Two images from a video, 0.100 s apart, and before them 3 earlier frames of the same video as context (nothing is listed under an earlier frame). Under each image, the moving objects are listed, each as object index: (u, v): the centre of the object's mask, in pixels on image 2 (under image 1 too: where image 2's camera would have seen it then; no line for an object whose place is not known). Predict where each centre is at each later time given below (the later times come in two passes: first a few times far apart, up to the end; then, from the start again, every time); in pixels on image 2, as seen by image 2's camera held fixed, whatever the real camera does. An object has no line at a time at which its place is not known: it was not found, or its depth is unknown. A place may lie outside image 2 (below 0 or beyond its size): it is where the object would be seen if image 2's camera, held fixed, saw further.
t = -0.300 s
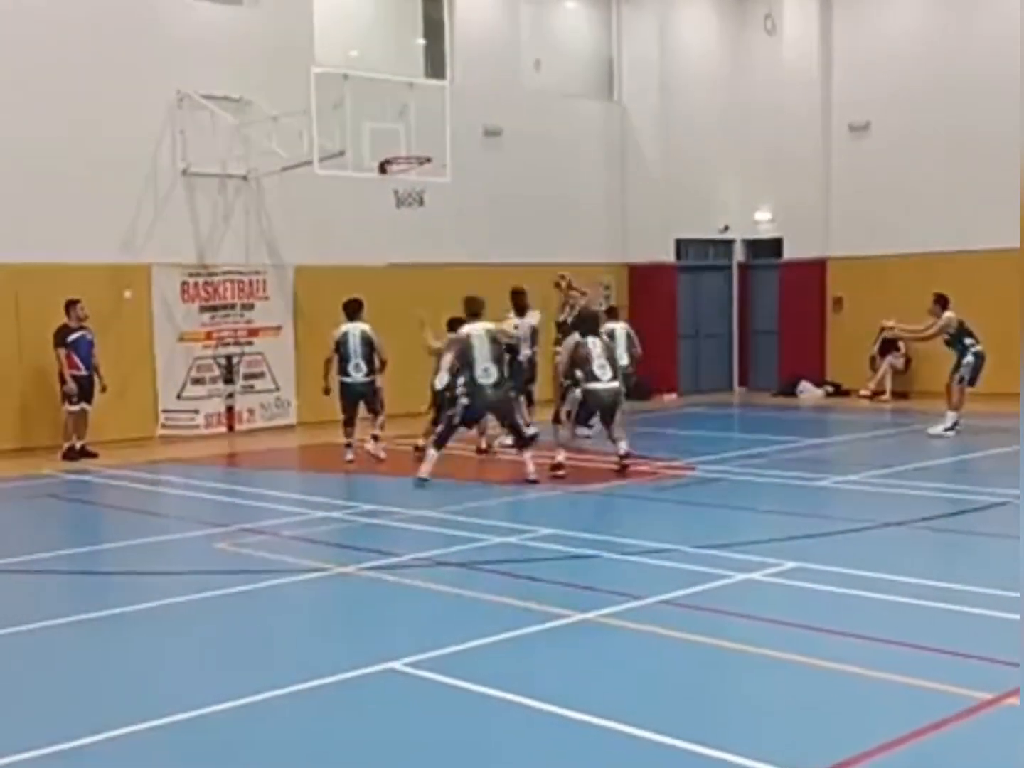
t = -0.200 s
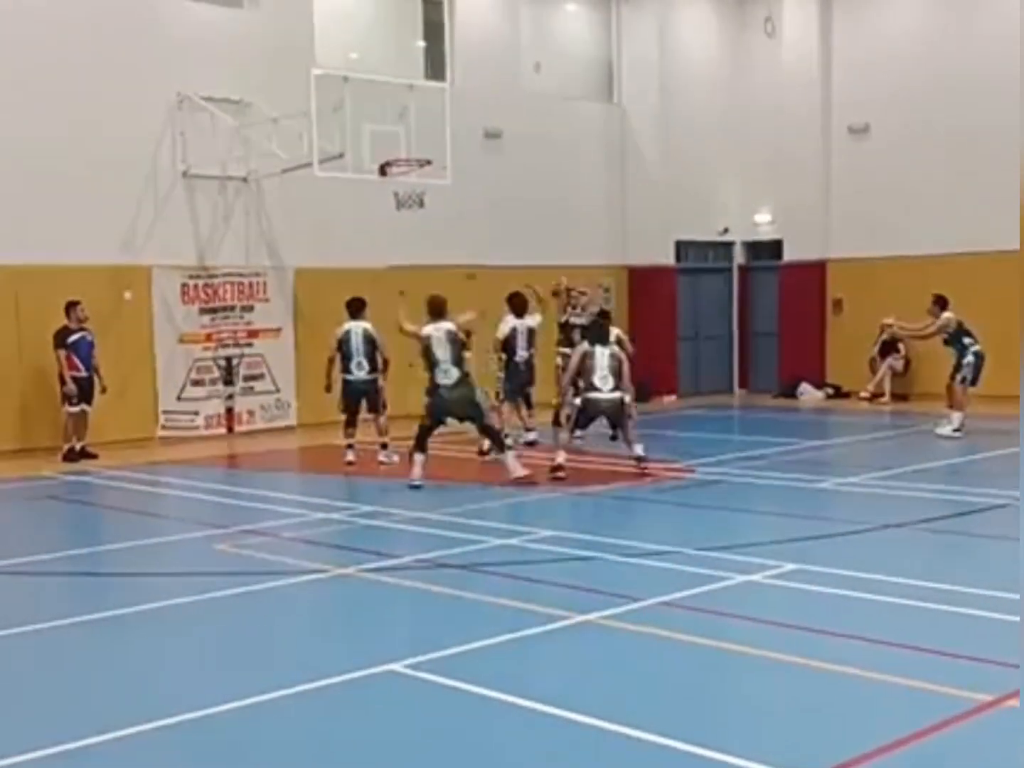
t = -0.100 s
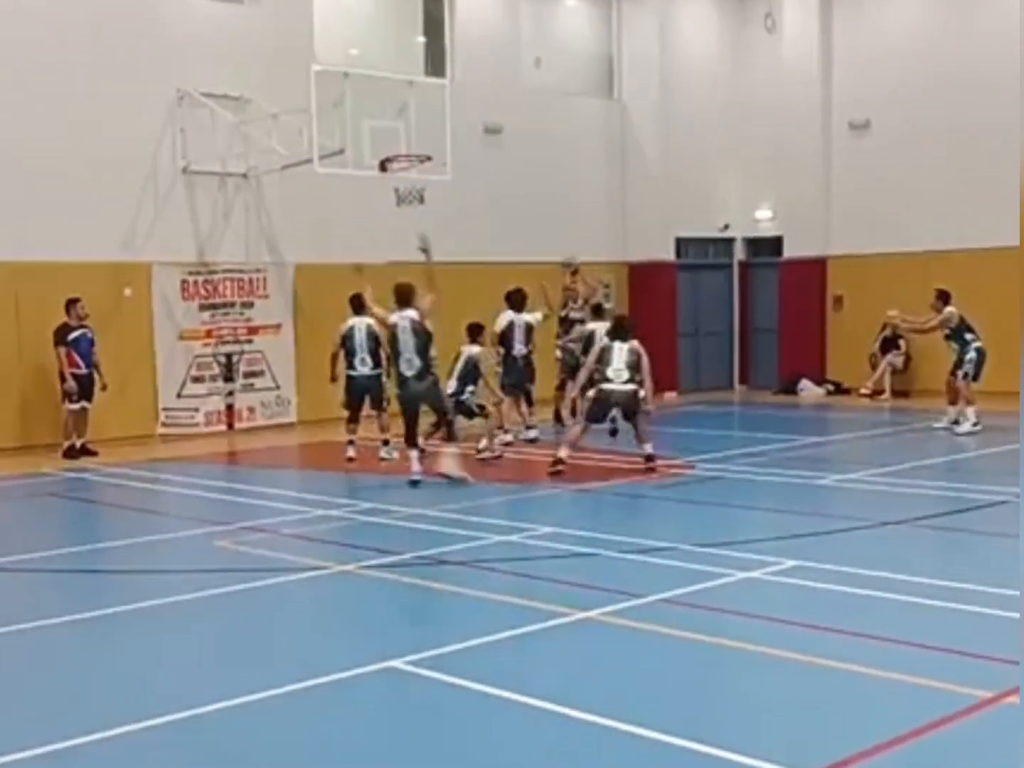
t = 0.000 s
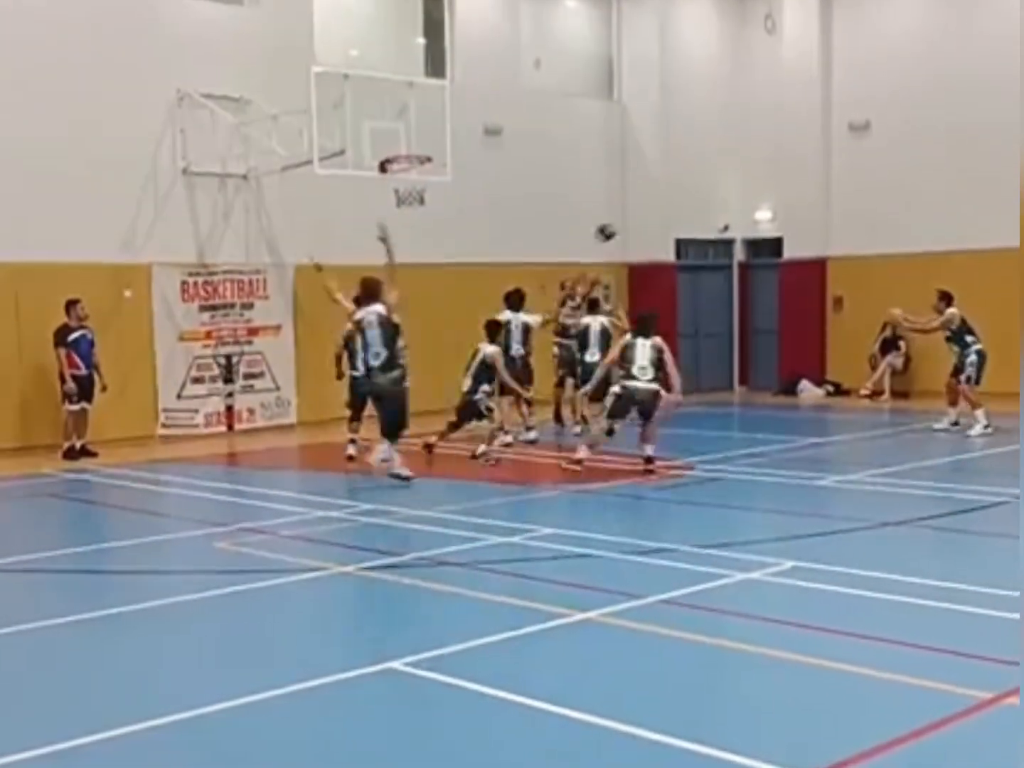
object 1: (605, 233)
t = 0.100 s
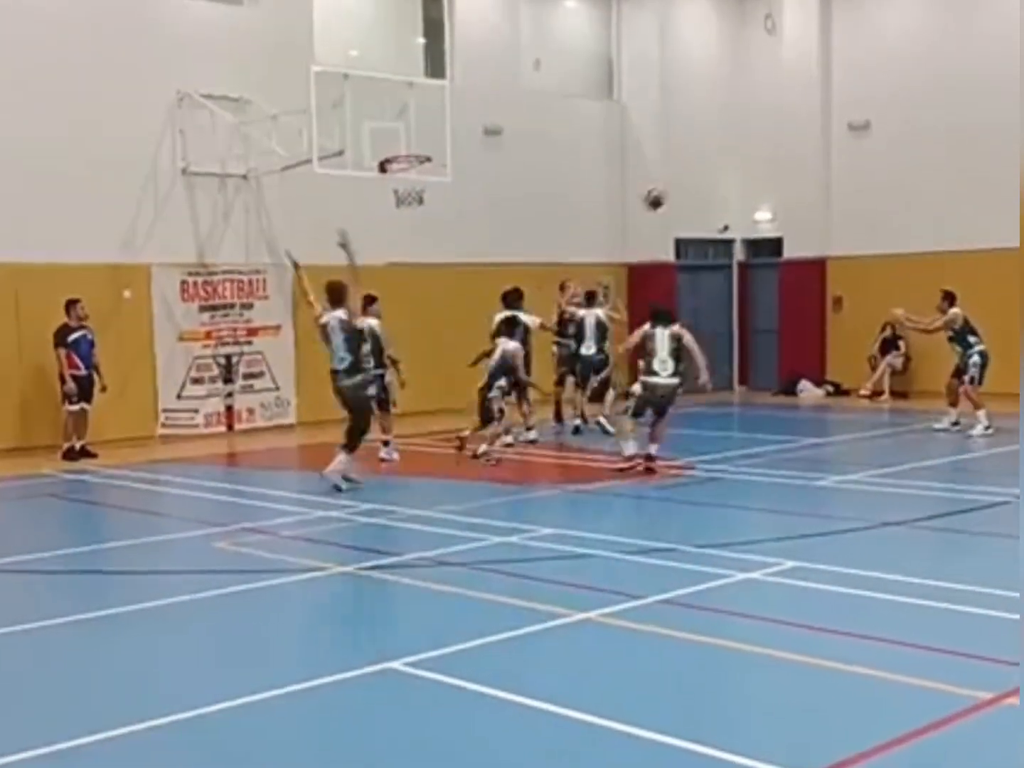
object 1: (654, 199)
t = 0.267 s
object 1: (744, 161)
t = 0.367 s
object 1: (808, 149)
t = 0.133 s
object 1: (670, 191)
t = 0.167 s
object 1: (688, 183)
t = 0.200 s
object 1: (707, 175)
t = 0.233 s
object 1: (726, 167)
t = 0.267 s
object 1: (744, 161)
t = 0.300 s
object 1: (766, 156)
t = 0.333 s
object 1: (787, 151)
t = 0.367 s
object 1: (808, 149)
